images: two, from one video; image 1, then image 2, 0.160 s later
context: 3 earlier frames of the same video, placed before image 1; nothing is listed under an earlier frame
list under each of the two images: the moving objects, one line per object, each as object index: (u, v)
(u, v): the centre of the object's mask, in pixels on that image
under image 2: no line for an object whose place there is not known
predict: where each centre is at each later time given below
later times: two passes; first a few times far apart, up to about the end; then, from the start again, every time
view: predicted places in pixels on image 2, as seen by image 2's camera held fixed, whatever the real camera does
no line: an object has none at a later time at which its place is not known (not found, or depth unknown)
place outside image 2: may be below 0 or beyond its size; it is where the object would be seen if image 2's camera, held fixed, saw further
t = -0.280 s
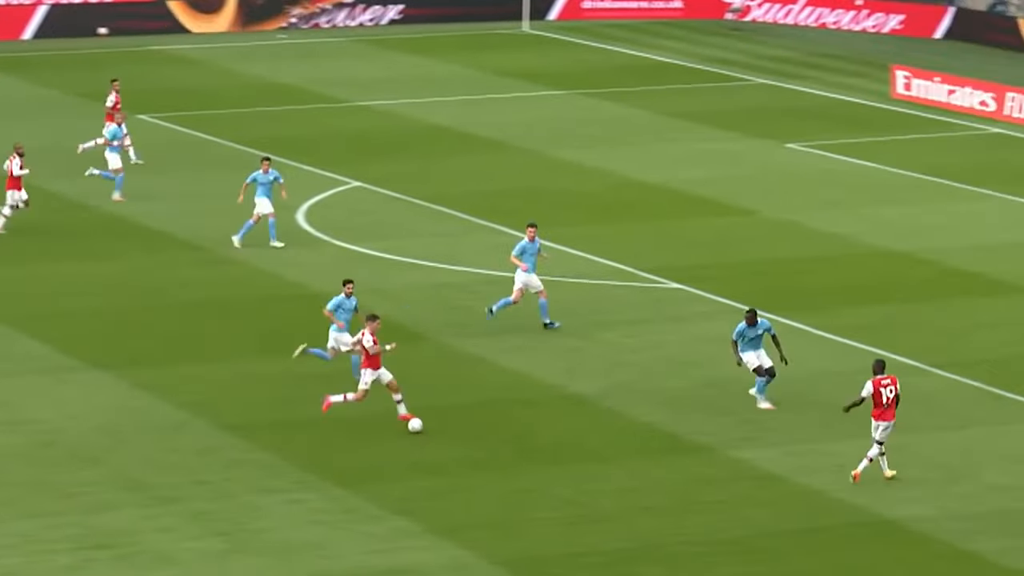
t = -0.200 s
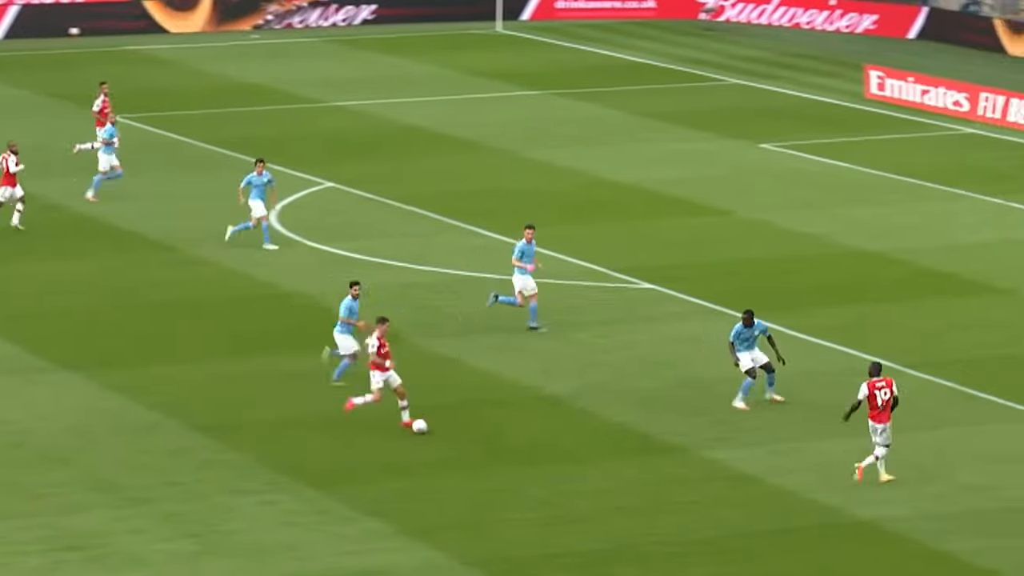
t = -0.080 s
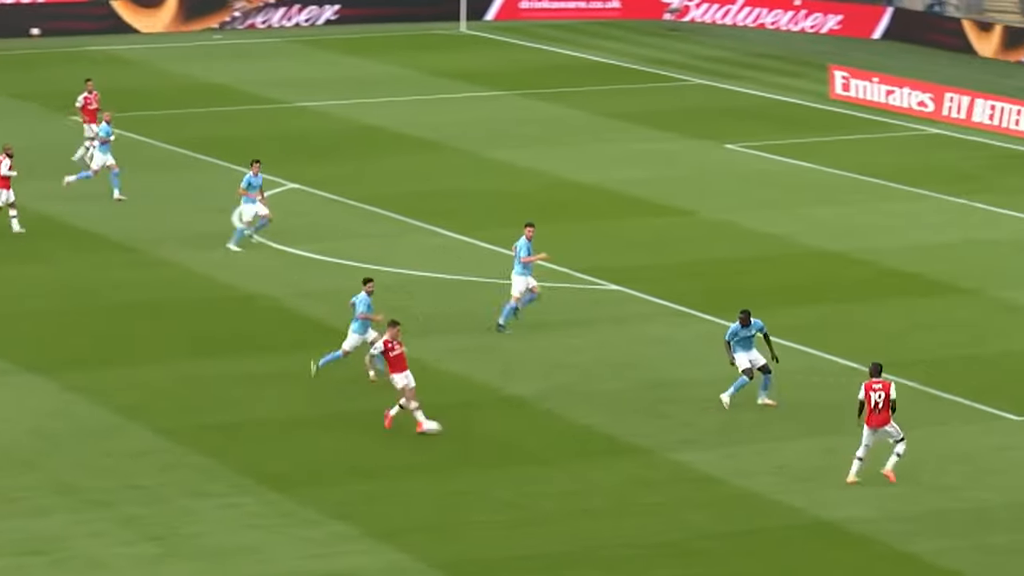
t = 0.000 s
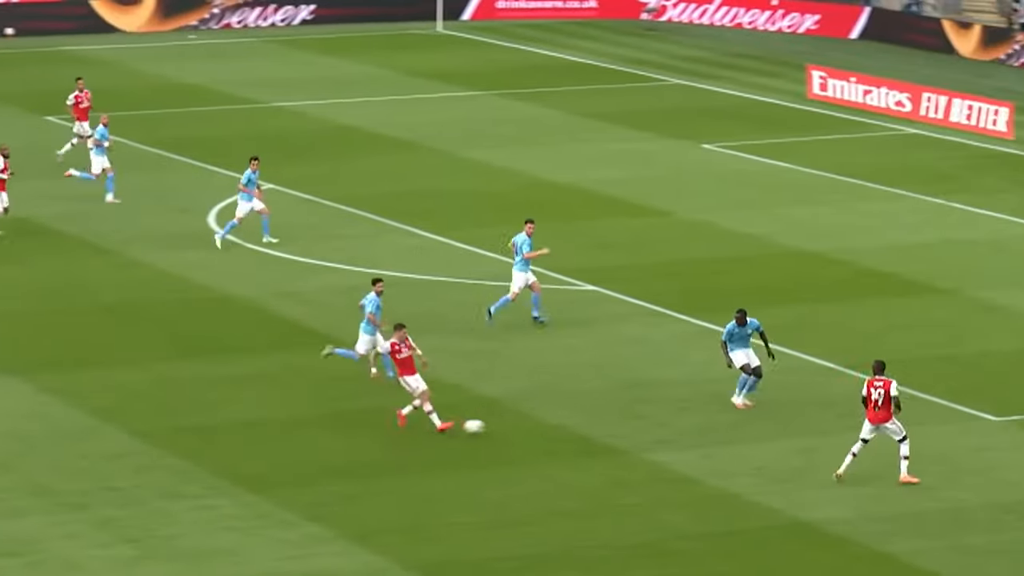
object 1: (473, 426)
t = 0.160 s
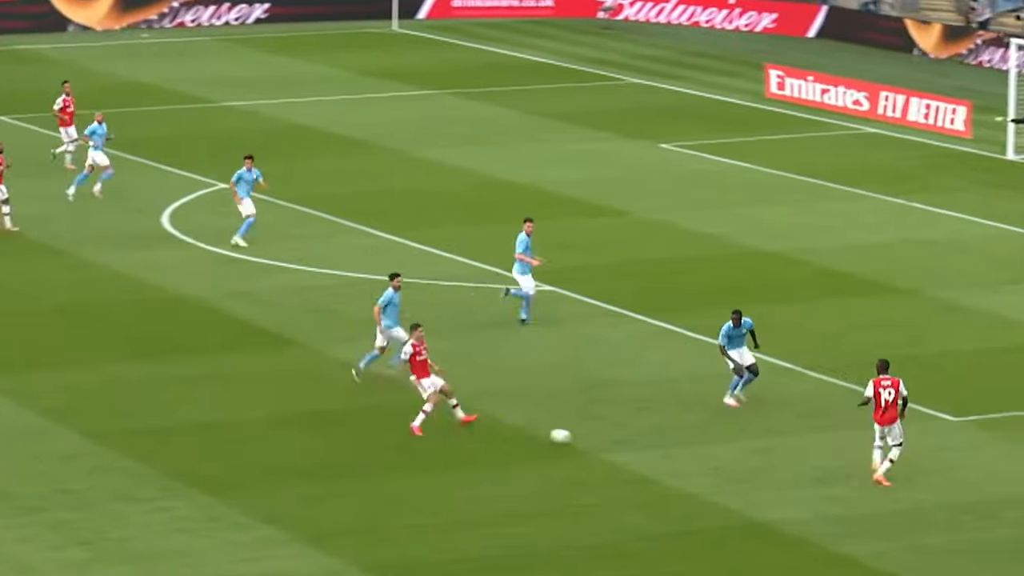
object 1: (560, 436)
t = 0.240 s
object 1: (623, 441)
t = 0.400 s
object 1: (733, 445)
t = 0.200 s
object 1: (593, 441)
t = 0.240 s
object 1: (623, 441)
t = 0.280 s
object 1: (650, 439)
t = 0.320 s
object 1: (678, 440)
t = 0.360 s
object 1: (706, 441)
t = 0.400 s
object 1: (733, 445)
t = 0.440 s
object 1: (760, 448)
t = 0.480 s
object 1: (786, 448)
